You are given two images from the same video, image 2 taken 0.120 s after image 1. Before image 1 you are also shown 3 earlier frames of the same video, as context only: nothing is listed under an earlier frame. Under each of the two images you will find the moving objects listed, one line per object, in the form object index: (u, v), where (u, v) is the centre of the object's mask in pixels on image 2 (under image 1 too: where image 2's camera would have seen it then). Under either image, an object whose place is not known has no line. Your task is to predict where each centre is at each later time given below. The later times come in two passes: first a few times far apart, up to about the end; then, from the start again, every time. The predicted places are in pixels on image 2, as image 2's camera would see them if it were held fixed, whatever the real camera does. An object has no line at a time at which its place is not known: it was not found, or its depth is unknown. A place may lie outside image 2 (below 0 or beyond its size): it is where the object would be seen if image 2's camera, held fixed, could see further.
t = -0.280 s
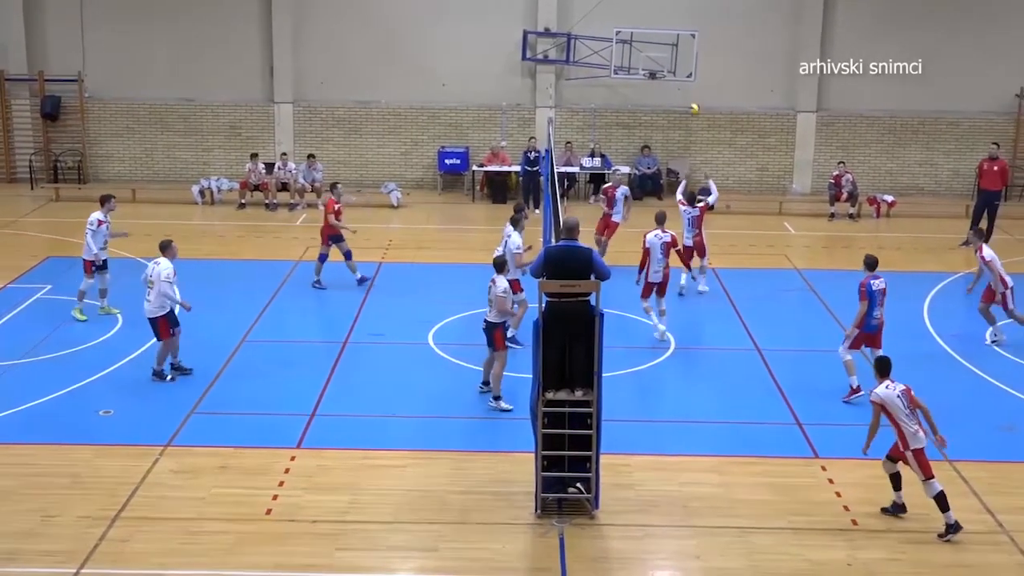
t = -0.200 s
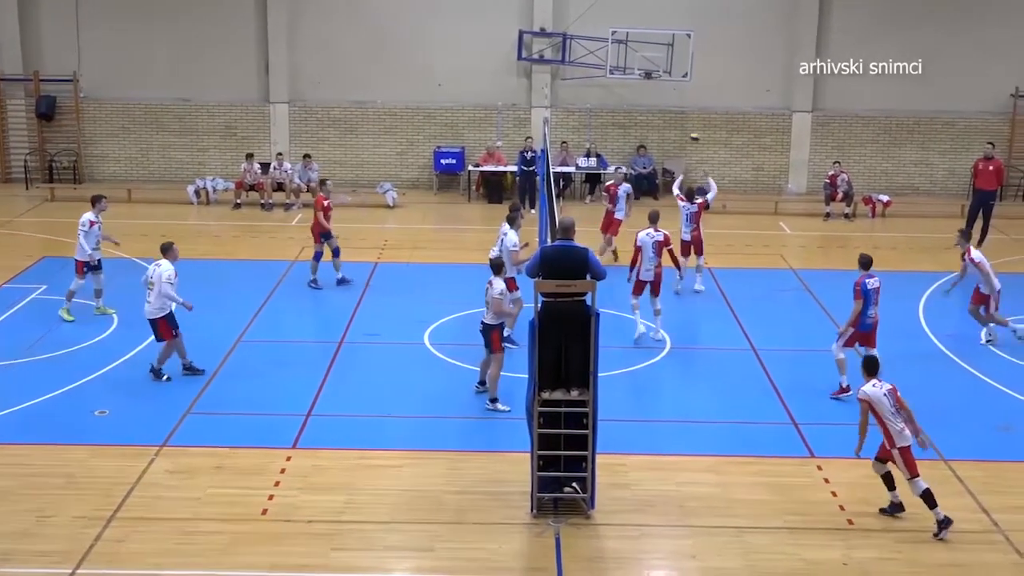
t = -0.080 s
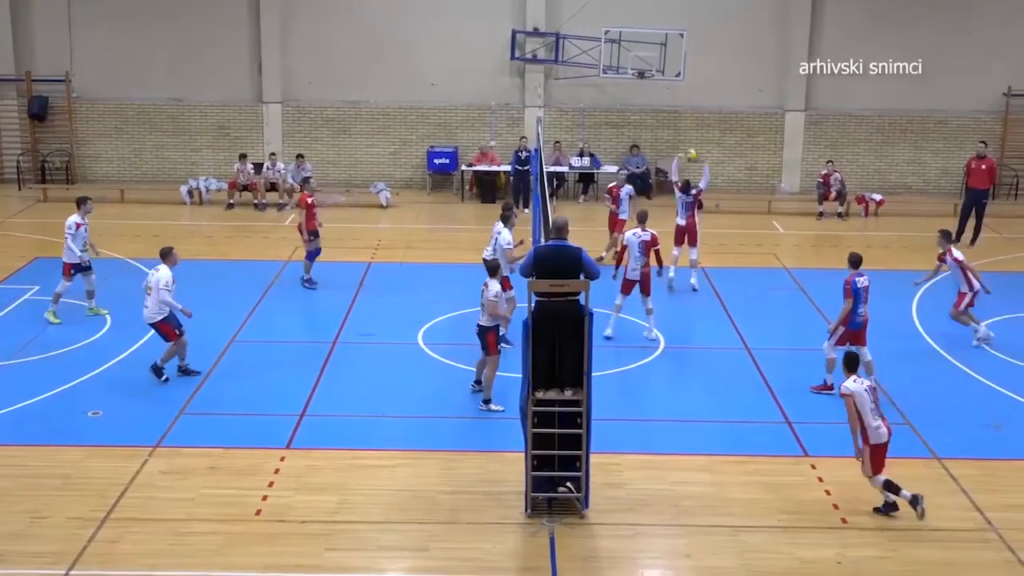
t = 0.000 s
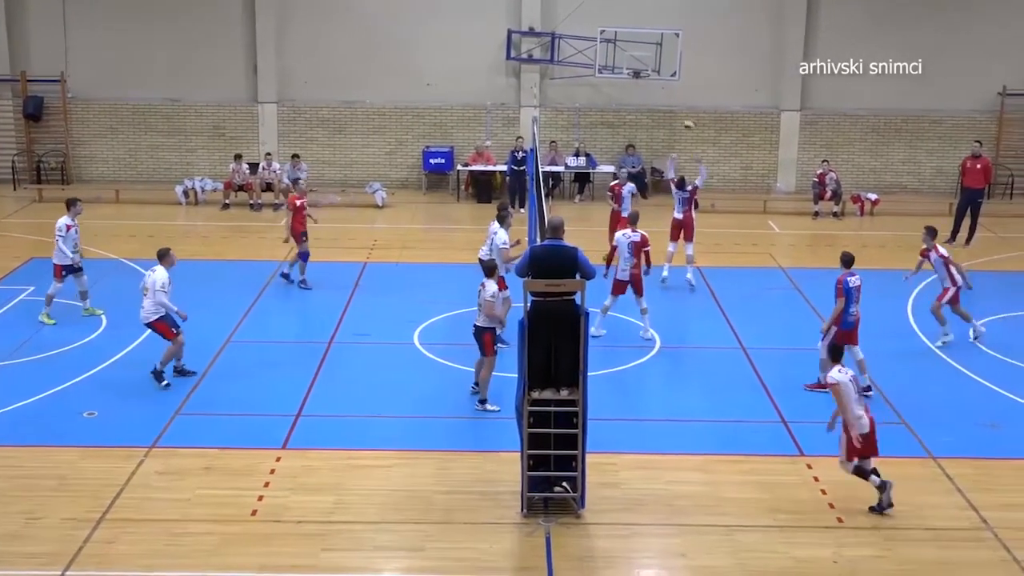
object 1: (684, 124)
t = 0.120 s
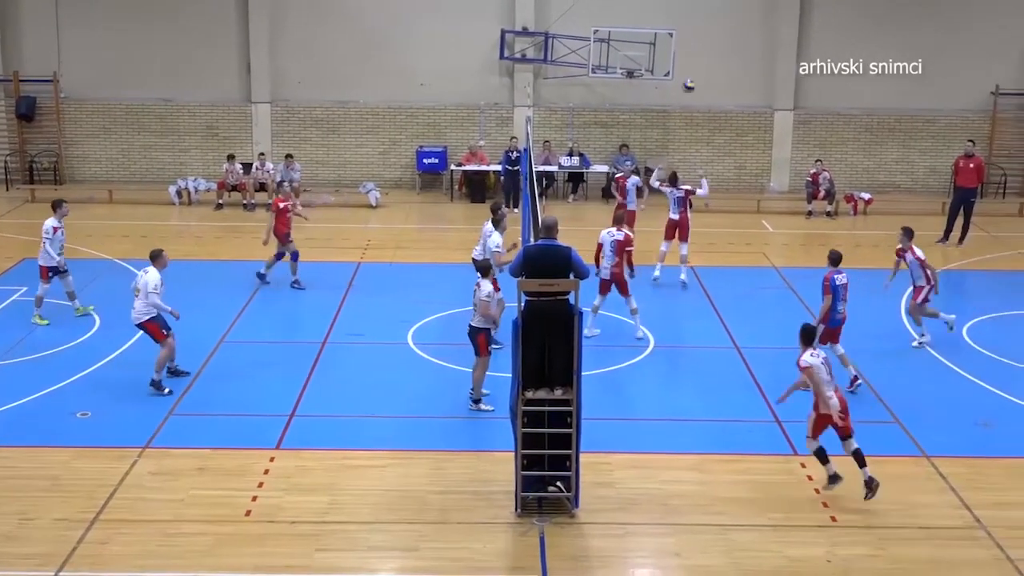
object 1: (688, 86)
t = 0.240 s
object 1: (691, 55)
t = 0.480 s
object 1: (696, 22)
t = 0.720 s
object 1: (701, 27)
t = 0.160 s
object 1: (689, 74)
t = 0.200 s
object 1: (690, 65)
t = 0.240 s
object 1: (691, 55)
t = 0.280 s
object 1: (692, 47)
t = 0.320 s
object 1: (692, 40)
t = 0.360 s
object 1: (693, 35)
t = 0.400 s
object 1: (694, 29)
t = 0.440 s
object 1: (695, 25)
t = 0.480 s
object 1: (696, 22)
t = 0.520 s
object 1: (697, 20)
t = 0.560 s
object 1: (697, 19)
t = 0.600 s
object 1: (699, 19)
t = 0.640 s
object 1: (700, 21)
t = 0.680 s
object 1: (700, 24)
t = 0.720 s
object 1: (701, 27)
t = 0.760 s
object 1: (702, 32)
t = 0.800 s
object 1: (702, 38)
